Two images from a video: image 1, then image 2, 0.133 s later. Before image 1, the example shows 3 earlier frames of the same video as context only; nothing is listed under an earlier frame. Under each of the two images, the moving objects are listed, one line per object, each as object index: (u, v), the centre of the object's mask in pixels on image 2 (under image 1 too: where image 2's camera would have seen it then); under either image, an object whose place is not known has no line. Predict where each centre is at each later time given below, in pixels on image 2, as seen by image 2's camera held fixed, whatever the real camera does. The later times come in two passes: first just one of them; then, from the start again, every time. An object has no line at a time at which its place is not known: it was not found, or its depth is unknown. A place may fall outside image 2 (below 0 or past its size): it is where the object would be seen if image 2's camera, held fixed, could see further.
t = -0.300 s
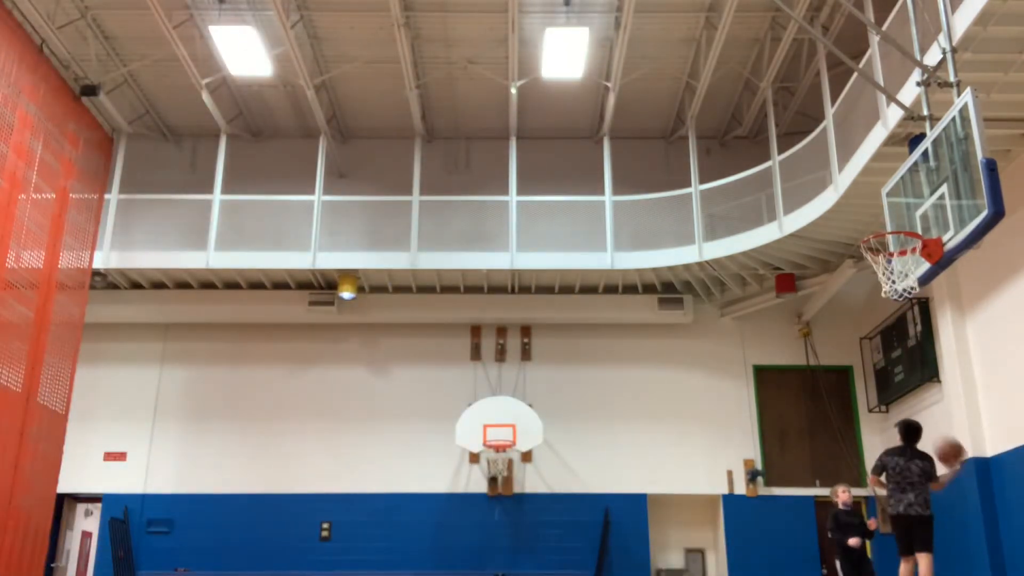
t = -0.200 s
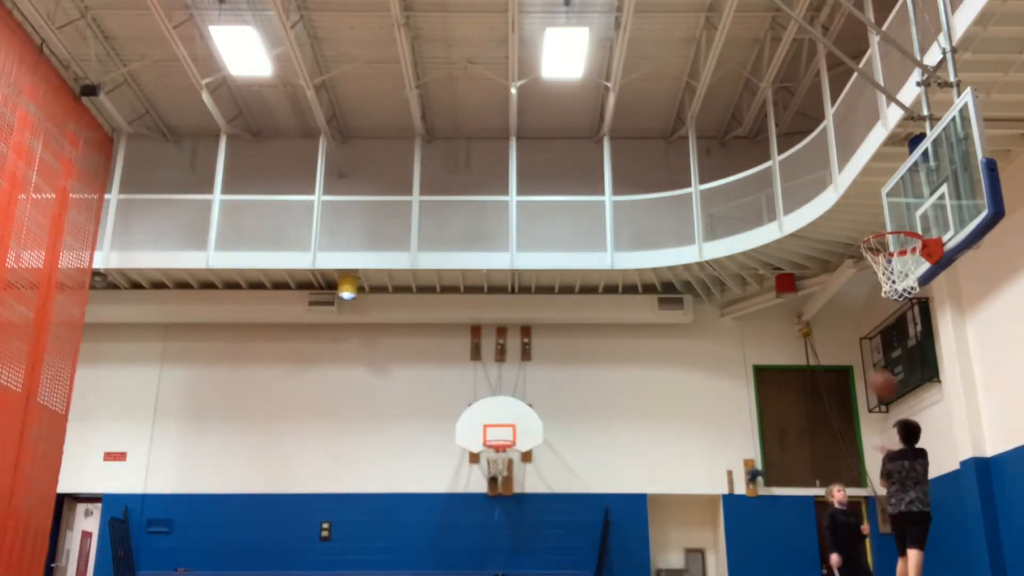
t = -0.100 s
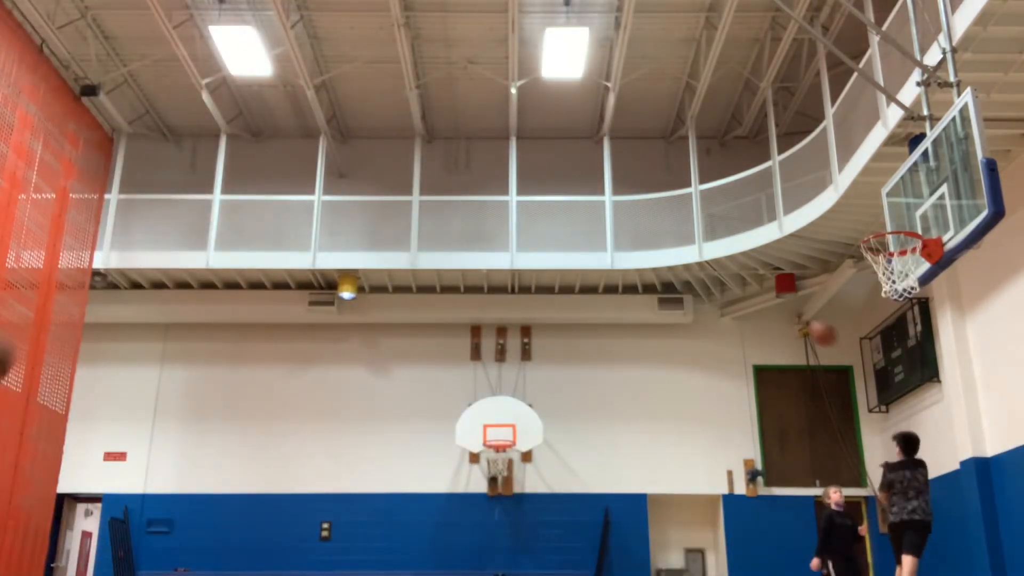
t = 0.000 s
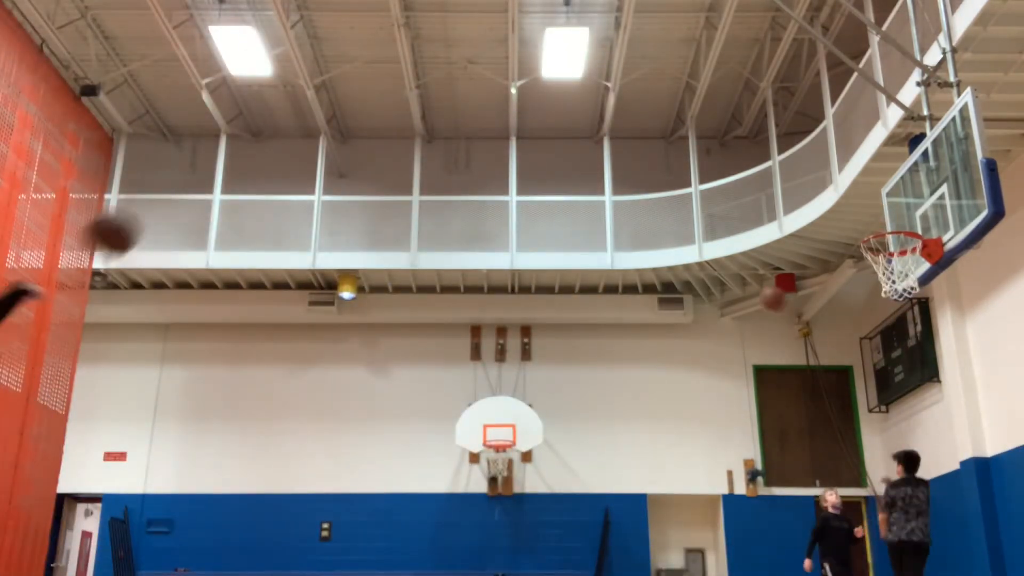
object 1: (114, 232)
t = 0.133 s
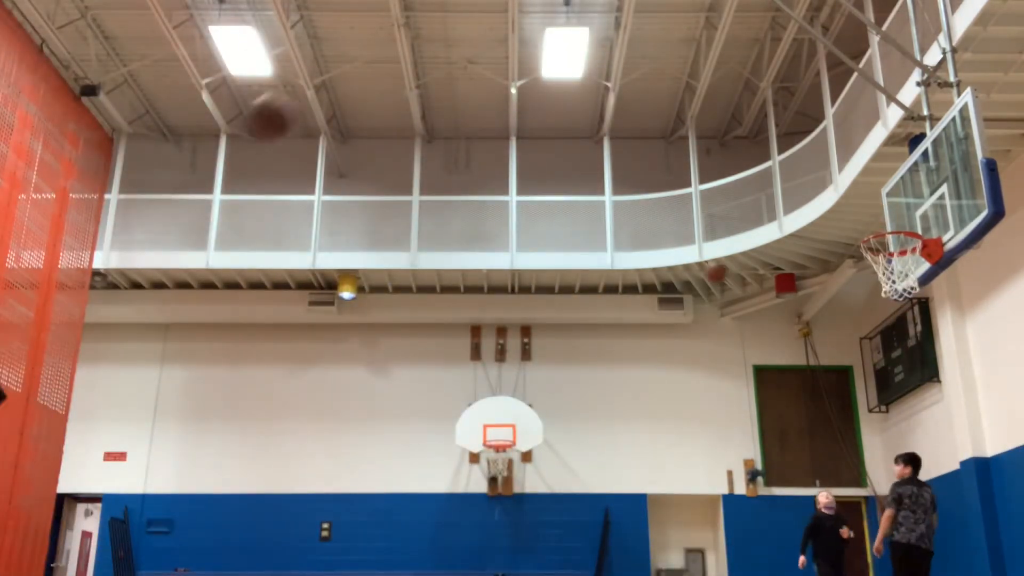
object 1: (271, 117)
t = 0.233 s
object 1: (365, 65)
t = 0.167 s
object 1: (302, 97)
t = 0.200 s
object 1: (336, 80)
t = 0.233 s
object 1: (365, 65)
